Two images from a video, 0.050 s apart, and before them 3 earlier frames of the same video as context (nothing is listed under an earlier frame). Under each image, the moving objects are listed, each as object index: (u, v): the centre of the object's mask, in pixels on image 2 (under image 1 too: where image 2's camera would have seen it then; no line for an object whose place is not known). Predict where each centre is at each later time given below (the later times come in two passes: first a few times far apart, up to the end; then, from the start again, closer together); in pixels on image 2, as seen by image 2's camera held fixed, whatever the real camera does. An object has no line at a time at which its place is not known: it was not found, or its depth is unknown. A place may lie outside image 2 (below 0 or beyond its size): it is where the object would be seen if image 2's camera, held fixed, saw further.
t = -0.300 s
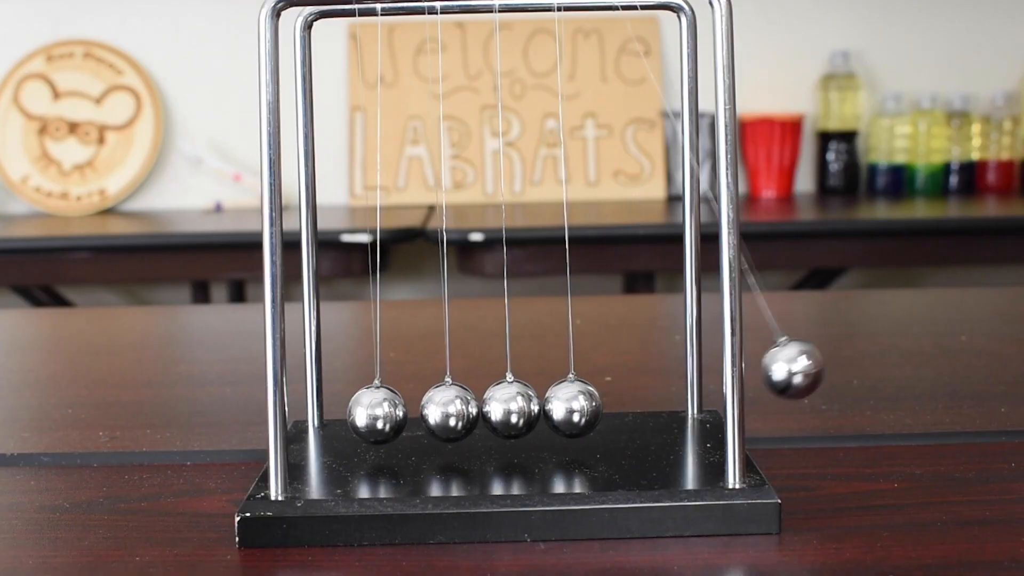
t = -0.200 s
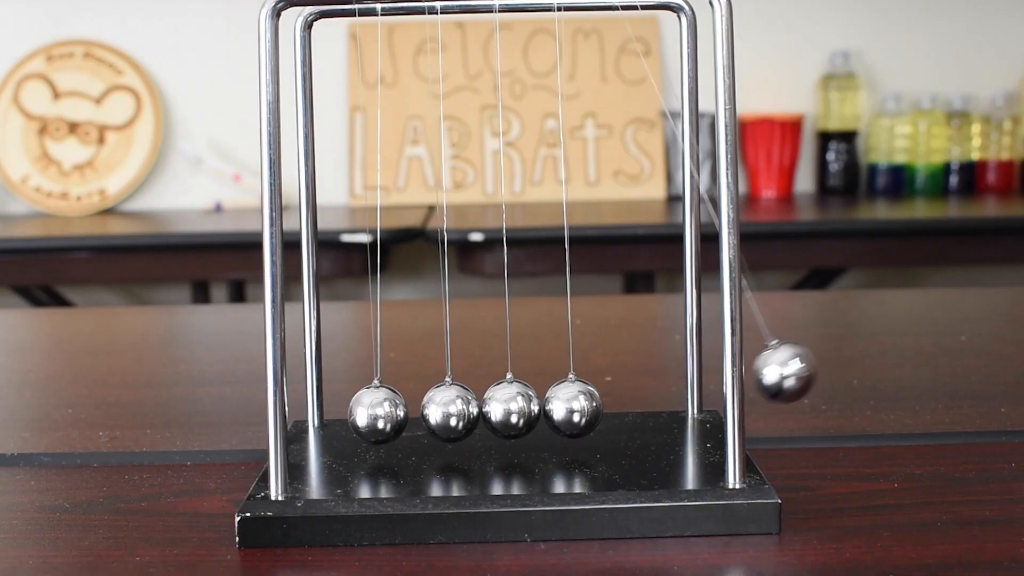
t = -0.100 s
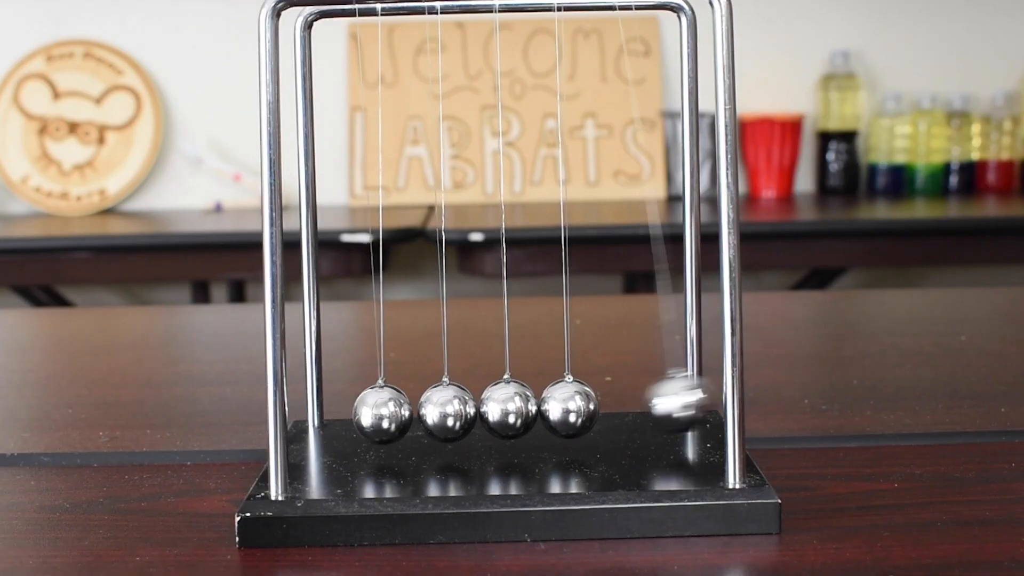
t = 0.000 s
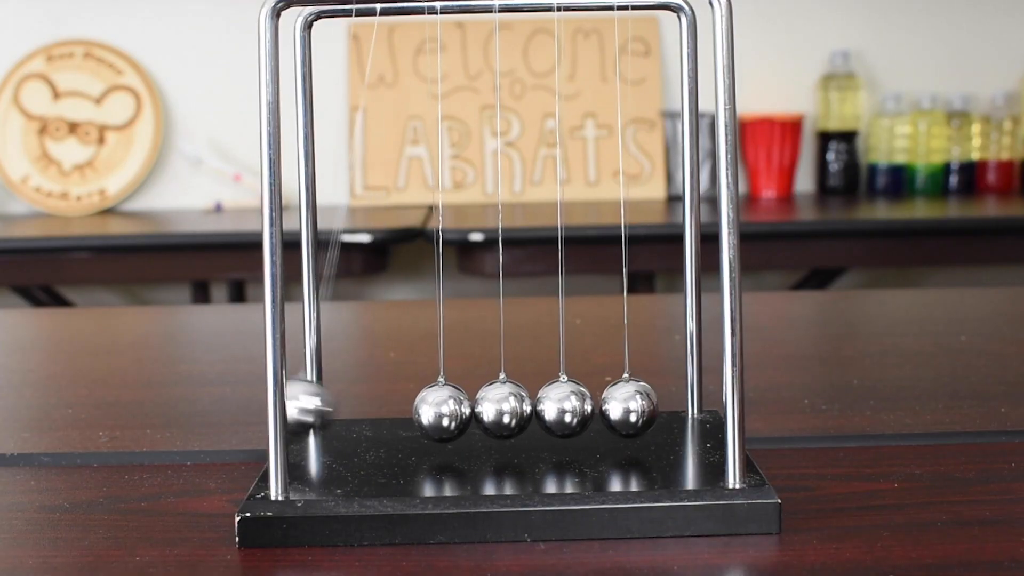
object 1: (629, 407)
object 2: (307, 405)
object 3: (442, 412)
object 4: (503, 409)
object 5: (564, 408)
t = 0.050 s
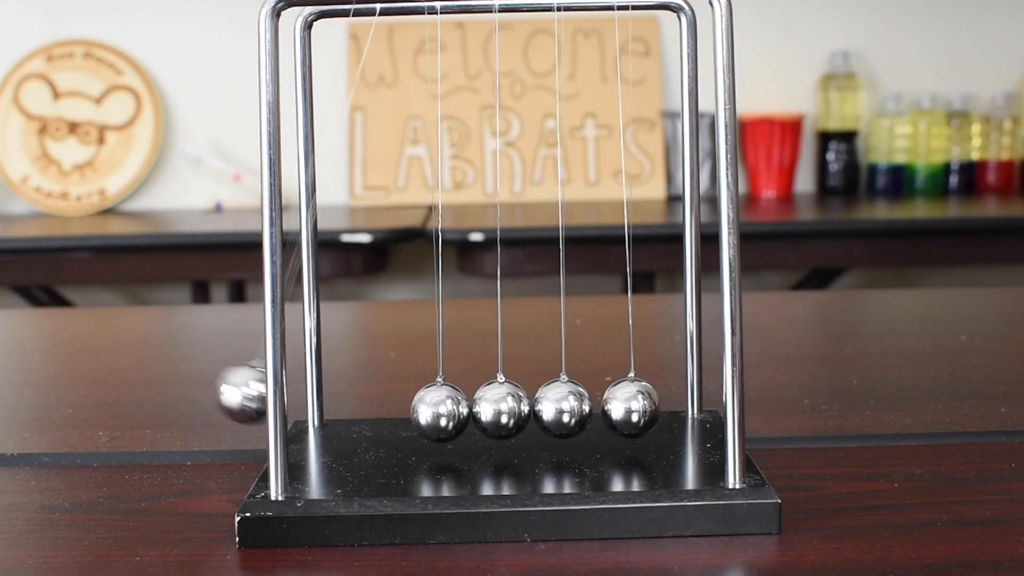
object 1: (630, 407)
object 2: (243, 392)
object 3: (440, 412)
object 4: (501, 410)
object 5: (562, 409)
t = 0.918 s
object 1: (628, 408)
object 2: (221, 384)
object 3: (436, 412)
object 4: (498, 409)
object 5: (559, 409)
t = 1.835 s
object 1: (629, 408)
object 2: (311, 408)
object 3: (441, 412)
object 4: (502, 409)
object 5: (563, 409)
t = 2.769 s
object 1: (718, 392)
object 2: (390, 414)
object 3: (452, 412)
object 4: (513, 409)
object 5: (578, 408)
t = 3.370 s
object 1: (626, 408)
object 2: (298, 402)
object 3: (438, 412)
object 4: (501, 409)
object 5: (565, 408)
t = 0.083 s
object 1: (631, 407)
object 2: (225, 385)
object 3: (439, 412)
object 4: (500, 409)
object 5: (561, 408)
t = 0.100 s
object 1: (631, 407)
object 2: (218, 382)
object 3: (439, 412)
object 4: (500, 409)
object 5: (561, 408)
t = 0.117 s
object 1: (631, 407)
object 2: (213, 381)
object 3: (439, 412)
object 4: (499, 409)
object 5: (560, 408)
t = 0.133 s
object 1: (632, 408)
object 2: (212, 380)
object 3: (438, 412)
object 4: (499, 409)
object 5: (560, 409)
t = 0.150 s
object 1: (632, 407)
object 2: (213, 380)
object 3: (438, 412)
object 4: (499, 409)
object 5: (560, 409)
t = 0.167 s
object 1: (632, 407)
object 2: (217, 382)
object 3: (439, 412)
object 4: (499, 409)
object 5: (560, 409)
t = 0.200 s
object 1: (631, 407)
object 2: (234, 389)
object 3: (439, 412)
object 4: (500, 409)
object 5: (560, 408)
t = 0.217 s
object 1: (631, 407)
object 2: (242, 391)
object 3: (440, 412)
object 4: (500, 409)
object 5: (561, 408)
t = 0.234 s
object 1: (630, 407)
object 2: (249, 397)
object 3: (440, 412)
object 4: (501, 409)
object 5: (561, 408)
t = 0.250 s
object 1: (630, 408)
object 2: (295, 399)
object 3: (441, 412)
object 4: (501, 409)
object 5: (562, 409)
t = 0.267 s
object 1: (629, 407)
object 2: (306, 405)
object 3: (441, 412)
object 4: (502, 410)
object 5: (563, 409)
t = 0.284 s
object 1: (629, 408)
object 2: (321, 409)
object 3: (442, 412)
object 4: (503, 410)
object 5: (563, 409)
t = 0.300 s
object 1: (628, 408)
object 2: (344, 411)
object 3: (443, 412)
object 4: (503, 409)
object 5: (564, 409)
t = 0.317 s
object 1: (627, 408)
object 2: (366, 412)
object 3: (444, 412)
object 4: (504, 409)
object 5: (565, 408)
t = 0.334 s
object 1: (631, 406)
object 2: (384, 414)
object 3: (445, 412)
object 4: (505, 409)
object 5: (566, 408)
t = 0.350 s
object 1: (651, 404)
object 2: (384, 414)
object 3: (446, 412)
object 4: (506, 409)
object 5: (567, 408)
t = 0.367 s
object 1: (672, 402)
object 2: (384, 414)
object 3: (446, 412)
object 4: (507, 409)
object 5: (567, 408)
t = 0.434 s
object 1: (761, 385)
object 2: (383, 413)
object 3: (450, 412)
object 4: (510, 409)
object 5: (571, 409)
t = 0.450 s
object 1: (767, 380)
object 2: (382, 414)
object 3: (450, 412)
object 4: (511, 409)
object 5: (572, 408)
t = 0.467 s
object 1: (775, 376)
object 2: (382, 414)
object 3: (451, 412)
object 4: (511, 409)
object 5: (572, 408)
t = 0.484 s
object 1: (783, 373)
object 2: (382, 414)
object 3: (451, 412)
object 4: (512, 409)
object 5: (573, 408)
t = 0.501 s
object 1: (789, 370)
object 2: (381, 414)
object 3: (451, 412)
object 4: (512, 409)
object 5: (573, 408)
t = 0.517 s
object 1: (792, 369)
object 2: (381, 414)
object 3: (451, 412)
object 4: (512, 409)
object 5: (573, 408)
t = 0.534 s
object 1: (792, 369)
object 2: (381, 414)
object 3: (451, 412)
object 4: (512, 409)
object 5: (573, 409)
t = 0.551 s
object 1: (790, 370)
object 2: (381, 414)
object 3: (451, 412)
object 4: (512, 409)
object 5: (573, 409)
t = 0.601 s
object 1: (769, 379)
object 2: (381, 414)
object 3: (451, 412)
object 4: (511, 409)
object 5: (572, 408)
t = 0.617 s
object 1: (762, 383)
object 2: (381, 414)
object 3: (450, 412)
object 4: (510, 409)
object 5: (572, 408)
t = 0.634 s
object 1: (755, 389)
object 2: (382, 414)
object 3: (449, 412)
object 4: (510, 409)
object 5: (571, 408)
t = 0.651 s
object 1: (709, 393)
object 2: (382, 414)
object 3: (449, 412)
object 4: (509, 409)
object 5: (570, 409)
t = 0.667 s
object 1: (697, 397)
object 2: (382, 414)
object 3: (448, 412)
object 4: (508, 409)
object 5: (569, 409)
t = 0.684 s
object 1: (675, 402)
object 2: (382, 414)
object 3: (447, 412)
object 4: (507, 409)
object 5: (568, 409)
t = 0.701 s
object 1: (655, 404)
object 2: (382, 414)
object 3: (446, 412)
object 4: (507, 409)
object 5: (567, 409)
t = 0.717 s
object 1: (632, 406)
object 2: (383, 414)
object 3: (445, 412)
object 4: (506, 409)
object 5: (566, 408)
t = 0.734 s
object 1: (626, 408)
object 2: (368, 411)
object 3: (444, 412)
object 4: (505, 409)
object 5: (565, 408)
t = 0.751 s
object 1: (625, 408)
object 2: (347, 412)
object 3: (443, 412)
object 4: (504, 409)
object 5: (564, 408)
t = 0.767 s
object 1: (625, 408)
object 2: (325, 409)
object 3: (442, 412)
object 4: (503, 409)
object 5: (563, 408)
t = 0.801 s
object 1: (626, 407)
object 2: (297, 401)
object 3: (439, 412)
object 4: (501, 409)
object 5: (562, 409)
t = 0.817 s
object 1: (626, 408)
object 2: (253, 399)
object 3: (439, 412)
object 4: (500, 409)
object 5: (561, 409)
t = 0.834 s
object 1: (626, 407)
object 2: (247, 396)
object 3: (438, 412)
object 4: (500, 409)
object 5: (560, 409)
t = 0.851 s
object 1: (626, 408)
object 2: (241, 391)
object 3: (437, 412)
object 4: (499, 409)
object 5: (560, 408)
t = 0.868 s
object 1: (627, 408)
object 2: (234, 389)
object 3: (437, 412)
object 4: (499, 409)
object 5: (559, 408)
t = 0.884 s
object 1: (627, 408)
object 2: (227, 386)
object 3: (436, 412)
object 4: (498, 409)
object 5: (559, 408)
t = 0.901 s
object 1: (627, 408)
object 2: (223, 385)
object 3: (436, 412)
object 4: (498, 409)
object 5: (559, 408)
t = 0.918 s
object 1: (628, 408)
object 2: (221, 384)
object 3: (436, 412)
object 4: (498, 409)
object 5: (559, 409)
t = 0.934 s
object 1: (628, 408)
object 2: (223, 384)
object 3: (436, 412)
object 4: (498, 410)
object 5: (559, 409)
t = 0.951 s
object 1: (628, 408)
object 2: (227, 386)
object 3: (437, 412)
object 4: (498, 410)
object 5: (559, 409)
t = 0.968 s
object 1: (628, 408)
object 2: (233, 388)
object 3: (437, 412)
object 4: (499, 409)
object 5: (559, 409)
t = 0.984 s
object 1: (628, 408)
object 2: (240, 391)
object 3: (438, 412)
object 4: (499, 409)
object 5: (559, 408)
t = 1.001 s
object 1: (629, 408)
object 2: (246, 395)
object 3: (439, 412)
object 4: (500, 409)
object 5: (560, 408)
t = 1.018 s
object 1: (629, 408)
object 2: (263, 400)
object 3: (440, 412)
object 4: (500, 409)
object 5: (561, 408)
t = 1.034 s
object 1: (629, 408)
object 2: (296, 403)
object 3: (440, 412)
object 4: (501, 409)
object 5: (561, 408)
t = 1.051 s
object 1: (629, 408)
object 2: (308, 406)
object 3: (441, 412)
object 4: (502, 410)
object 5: (562, 409)
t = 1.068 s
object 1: (629, 408)
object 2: (323, 409)
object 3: (442, 412)
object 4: (503, 409)
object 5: (563, 409)
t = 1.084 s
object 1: (629, 408)
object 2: (346, 411)
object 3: (443, 412)
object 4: (504, 409)
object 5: (564, 408)
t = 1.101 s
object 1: (629, 408)
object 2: (367, 413)
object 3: (444, 412)
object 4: (505, 409)
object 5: (566, 408)
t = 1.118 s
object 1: (631, 406)
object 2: (384, 414)
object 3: (446, 412)
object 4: (506, 409)
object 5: (567, 408)
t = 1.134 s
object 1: (650, 404)
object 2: (386, 414)
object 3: (447, 412)
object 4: (508, 409)
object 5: (568, 408)
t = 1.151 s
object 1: (669, 402)
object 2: (386, 414)
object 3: (448, 412)
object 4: (508, 409)
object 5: (569, 408)
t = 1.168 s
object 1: (692, 399)
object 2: (386, 414)
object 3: (449, 412)
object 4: (509, 409)
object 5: (570, 408)
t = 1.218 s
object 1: (750, 387)
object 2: (386, 414)
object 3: (451, 412)
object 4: (512, 409)
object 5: (572, 408)
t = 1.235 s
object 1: (764, 382)
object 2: (386, 414)
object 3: (452, 412)
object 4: (512, 409)
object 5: (573, 408)
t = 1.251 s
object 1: (770, 379)
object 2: (386, 414)
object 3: (453, 412)
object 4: (513, 409)
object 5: (574, 408)
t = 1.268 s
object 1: (775, 376)
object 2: (385, 414)
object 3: (453, 412)
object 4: (513, 409)
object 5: (574, 408)
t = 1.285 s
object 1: (781, 374)
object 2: (385, 414)
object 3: (453, 412)
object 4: (513, 409)
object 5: (574, 408)
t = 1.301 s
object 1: (784, 373)
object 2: (385, 414)
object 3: (453, 412)
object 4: (513, 409)
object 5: (574, 408)
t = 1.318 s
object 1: (784, 373)
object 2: (385, 414)
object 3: (453, 412)
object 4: (513, 409)
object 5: (574, 408)
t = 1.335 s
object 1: (782, 374)
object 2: (384, 414)
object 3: (453, 412)
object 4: (513, 409)
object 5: (574, 408)
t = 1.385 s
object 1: (764, 381)
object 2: (383, 414)
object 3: (451, 412)
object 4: (512, 409)
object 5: (572, 408)
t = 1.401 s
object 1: (751, 387)
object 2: (383, 414)
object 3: (451, 412)
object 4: (511, 409)
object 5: (572, 408)
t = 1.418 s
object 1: (713, 390)
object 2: (382, 414)
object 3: (450, 412)
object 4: (510, 409)
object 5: (571, 408)
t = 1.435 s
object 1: (705, 394)
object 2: (382, 414)
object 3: (449, 412)
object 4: (509, 409)
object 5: (570, 409)
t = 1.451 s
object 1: (694, 399)
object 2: (382, 414)
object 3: (448, 412)
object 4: (508, 409)
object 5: (569, 409)
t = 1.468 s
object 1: (670, 402)
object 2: (382, 414)
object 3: (447, 412)
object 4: (507, 409)
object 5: (568, 409)
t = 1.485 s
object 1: (653, 404)
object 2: (381, 414)
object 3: (446, 412)
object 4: (506, 409)
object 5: (567, 409)
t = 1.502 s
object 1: (632, 406)
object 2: (381, 414)
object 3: (445, 412)
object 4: (505, 409)
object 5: (565, 408)
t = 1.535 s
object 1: (623, 407)
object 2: (348, 412)
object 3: (442, 412)
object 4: (502, 409)
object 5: (563, 408)
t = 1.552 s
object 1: (623, 407)
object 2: (328, 410)
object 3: (441, 412)
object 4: (502, 409)
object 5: (562, 408)
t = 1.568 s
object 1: (622, 408)
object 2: (311, 408)
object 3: (439, 412)
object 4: (500, 409)
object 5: (561, 409)
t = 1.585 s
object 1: (623, 408)
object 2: (301, 401)
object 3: (438, 412)
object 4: (499, 410)
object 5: (560, 409)
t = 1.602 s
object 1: (623, 408)
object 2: (256, 400)
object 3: (437, 412)
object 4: (499, 410)
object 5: (560, 409)
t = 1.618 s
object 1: (623, 408)
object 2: (250, 398)
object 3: (437, 412)
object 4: (498, 410)
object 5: (559, 409)
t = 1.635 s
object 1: (623, 408)
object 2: (244, 394)
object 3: (436, 412)
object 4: (497, 409)
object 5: (558, 408)
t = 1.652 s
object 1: (624, 408)
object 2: (239, 392)
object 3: (436, 412)
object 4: (497, 409)
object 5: (558, 409)
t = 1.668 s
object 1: (624, 408)
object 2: (235, 389)
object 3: (435, 412)
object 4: (496, 409)
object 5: (557, 408)
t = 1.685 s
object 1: (624, 408)
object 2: (231, 388)
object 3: (435, 412)
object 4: (496, 409)
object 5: (557, 408)
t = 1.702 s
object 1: (625, 408)
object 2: (230, 388)
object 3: (435, 412)
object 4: (496, 409)
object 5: (557, 408)
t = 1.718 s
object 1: (626, 408)
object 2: (231, 388)
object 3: (436, 412)
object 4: (496, 409)
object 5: (558, 409)
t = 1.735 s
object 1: (626, 408)
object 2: (235, 389)
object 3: (436, 412)
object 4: (497, 410)
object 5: (558, 409)
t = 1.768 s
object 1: (627, 408)
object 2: (245, 393)
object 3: (437, 412)
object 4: (498, 409)
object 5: (559, 409)
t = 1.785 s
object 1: (628, 408)
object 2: (250, 398)
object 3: (438, 412)
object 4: (499, 409)
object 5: (560, 409)
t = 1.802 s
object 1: (628, 408)
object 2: (256, 401)
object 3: (439, 412)
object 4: (500, 409)
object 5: (561, 408)
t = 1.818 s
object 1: (629, 408)
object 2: (300, 404)
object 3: (440, 412)
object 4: (501, 409)
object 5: (562, 409)
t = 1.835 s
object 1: (629, 408)
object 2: (311, 408)
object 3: (441, 412)
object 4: (502, 409)
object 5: (563, 409)
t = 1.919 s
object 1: (651, 403)
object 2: (386, 414)
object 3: (448, 412)
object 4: (509, 409)
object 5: (570, 408)
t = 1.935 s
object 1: (668, 402)
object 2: (388, 414)
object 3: (449, 412)
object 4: (510, 409)
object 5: (571, 408)
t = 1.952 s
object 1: (690, 400)
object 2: (389, 414)
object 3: (450, 412)
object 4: (511, 409)
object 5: (571, 408)
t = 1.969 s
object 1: (703, 395)
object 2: (389, 414)
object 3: (450, 412)
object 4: (511, 409)
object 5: (572, 408)
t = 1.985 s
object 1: (711, 390)
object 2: (389, 414)
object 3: (452, 412)
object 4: (512, 409)
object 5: (573, 408)
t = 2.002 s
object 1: (756, 389)
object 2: (389, 414)
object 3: (452, 412)
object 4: (513, 409)
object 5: (574, 408)
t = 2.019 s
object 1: (761, 384)
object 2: (389, 414)
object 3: (453, 412)
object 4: (514, 409)
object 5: (574, 408)
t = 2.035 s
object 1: (766, 381)
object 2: (388, 414)
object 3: (454, 412)
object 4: (514, 409)
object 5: (575, 408)
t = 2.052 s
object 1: (770, 379)
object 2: (388, 414)
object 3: (454, 412)
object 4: (515, 409)
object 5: (575, 408)
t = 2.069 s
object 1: (774, 377)
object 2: (387, 414)
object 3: (454, 412)
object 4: (515, 409)
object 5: (575, 408)
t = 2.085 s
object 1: (777, 376)
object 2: (387, 414)
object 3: (454, 412)
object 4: (515, 409)
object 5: (575, 408)
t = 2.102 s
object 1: (776, 376)
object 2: (386, 414)
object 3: (454, 412)
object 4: (514, 409)
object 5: (575, 408)
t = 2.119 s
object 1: (774, 377)
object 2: (386, 414)
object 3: (454, 412)
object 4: (514, 409)
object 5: (575, 408)
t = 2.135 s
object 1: (770, 379)
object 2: (385, 414)
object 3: (453, 412)
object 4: (513, 409)
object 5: (574, 408)
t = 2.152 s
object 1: (766, 381)
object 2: (384, 414)
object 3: (452, 412)
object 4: (513, 409)
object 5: (574, 408)
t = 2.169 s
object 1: (760, 384)
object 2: (383, 414)
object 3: (451, 412)
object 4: (512, 409)
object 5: (573, 408)
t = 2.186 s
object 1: (755, 389)
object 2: (383, 414)
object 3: (450, 412)
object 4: (511, 409)
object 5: (572, 408)
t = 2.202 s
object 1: (719, 393)
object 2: (382, 414)
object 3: (449, 412)
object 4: (510, 409)
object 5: (571, 408)
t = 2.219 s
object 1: (702, 396)
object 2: (382, 414)
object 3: (448, 412)
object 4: (509, 409)
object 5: (570, 408)
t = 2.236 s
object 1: (689, 401)
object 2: (381, 414)
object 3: (447, 412)
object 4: (507, 409)
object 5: (569, 408)
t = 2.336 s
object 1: (622, 408)
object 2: (328, 410)
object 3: (437, 412)
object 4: (500, 409)
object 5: (561, 408)
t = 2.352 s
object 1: (622, 408)
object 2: (311, 408)
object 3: (435, 412)
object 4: (499, 409)
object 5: (560, 409)
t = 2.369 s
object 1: (622, 408)
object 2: (302, 403)
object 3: (433, 412)
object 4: (499, 409)
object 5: (560, 409)
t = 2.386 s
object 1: (621, 408)
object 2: (295, 400)
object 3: (432, 412)
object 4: (498, 409)
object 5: (560, 409)
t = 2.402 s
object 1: (621, 408)
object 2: (260, 400)
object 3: (431, 412)
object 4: (497, 410)
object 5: (560, 408)
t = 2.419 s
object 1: (621, 408)
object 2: (247, 396)
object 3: (430, 412)
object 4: (497, 409)
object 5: (560, 408)
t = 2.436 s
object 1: (621, 408)
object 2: (243, 393)
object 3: (429, 412)
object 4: (497, 409)
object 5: (560, 408)
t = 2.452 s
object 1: (621, 408)
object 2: (239, 391)
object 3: (429, 412)
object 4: (496, 409)
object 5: (561, 408)
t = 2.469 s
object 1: (622, 408)
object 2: (237, 390)
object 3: (429, 412)
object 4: (496, 409)
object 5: (561, 409)
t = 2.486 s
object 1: (622, 408)
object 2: (236, 390)
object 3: (429, 412)
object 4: (496, 409)
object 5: (562, 409)
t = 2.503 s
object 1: (623, 408)
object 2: (237, 390)
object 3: (430, 412)
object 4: (497, 409)
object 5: (562, 409)
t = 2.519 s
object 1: (624, 408)
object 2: (240, 392)
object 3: (430, 412)
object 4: (497, 410)
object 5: (563, 408)
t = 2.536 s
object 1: (624, 408)
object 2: (244, 394)
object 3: (432, 412)
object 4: (498, 409)
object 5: (563, 408)
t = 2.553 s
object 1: (625, 408)
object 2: (248, 397)
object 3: (433, 412)
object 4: (498, 409)
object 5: (564, 408)
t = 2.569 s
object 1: (626, 408)
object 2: (262, 400)
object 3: (435, 412)
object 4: (499, 409)
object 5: (564, 408)
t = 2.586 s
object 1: (627, 408)
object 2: (296, 402)
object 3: (436, 412)
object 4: (500, 409)
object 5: (565, 408)
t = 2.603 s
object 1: (628, 408)
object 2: (305, 406)
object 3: (438, 412)
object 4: (501, 409)
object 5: (565, 409)
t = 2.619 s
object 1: (629, 408)
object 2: (314, 411)
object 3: (440, 412)
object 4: (502, 409)
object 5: (566, 409)
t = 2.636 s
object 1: (629, 408)
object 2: (334, 412)
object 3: (442, 412)
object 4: (503, 409)
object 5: (567, 408)
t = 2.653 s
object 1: (630, 408)
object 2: (352, 413)
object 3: (444, 412)
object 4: (505, 409)
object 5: (567, 408)
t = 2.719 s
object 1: (668, 403)
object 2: (388, 414)
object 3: (449, 412)
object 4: (512, 409)
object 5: (574, 408)
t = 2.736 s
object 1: (688, 400)
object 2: (389, 414)
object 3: (451, 412)
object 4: (512, 409)
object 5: (575, 408)
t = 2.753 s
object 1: (702, 395)
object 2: (390, 414)
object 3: (452, 412)
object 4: (512, 409)
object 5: (577, 408)
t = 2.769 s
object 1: (718, 392)
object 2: (390, 414)
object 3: (452, 412)
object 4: (513, 409)
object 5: (578, 408)
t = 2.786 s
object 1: (754, 389)
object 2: (390, 414)
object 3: (452, 412)
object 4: (514, 409)
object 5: (580, 408)
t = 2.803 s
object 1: (759, 387)
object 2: (390, 413)
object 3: (452, 412)
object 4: (514, 409)
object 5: (580, 408)
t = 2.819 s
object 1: (763, 383)
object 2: (390, 414)
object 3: (452, 412)
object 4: (515, 409)
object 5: (581, 408)
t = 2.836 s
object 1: (766, 381)
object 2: (390, 414)
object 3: (451, 412)
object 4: (515, 409)
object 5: (581, 408)
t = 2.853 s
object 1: (769, 379)
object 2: (390, 414)
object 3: (451, 412)
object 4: (515, 409)
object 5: (581, 408)
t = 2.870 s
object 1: (770, 379)
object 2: (389, 413)
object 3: (450, 412)
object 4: (515, 409)
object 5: (581, 408)
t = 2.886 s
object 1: (770, 379)
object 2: (389, 414)
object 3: (450, 412)
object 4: (515, 409)
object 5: (581, 408)
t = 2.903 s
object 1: (769, 380)
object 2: (388, 413)
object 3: (449, 412)
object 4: (514, 409)
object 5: (580, 408)
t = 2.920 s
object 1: (766, 381)
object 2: (387, 413)
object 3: (448, 412)
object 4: (514, 409)
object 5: (579, 408)
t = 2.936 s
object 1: (761, 384)
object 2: (386, 414)
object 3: (448, 412)
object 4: (513, 409)
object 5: (577, 408)
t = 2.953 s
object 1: (750, 387)
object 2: (385, 414)
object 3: (447, 412)
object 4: (512, 409)
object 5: (576, 408)
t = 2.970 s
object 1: (714, 389)
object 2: (384, 414)
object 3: (446, 412)
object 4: (511, 409)
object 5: (574, 408)
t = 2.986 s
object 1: (709, 392)
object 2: (384, 414)
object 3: (446, 412)
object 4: (510, 409)
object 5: (572, 408)
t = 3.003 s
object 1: (699, 397)
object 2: (383, 414)
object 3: (445, 412)
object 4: (509, 409)
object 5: (570, 408)
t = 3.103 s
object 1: (621, 408)
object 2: (347, 411)
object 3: (437, 412)
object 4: (499, 409)
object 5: (561, 408)
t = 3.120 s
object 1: (621, 408)
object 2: (328, 410)
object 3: (435, 412)
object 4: (498, 409)
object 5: (559, 409)
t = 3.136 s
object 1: (620, 408)
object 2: (313, 409)
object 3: (434, 412)
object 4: (498, 409)
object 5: (558, 409)
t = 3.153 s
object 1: (620, 408)
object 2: (303, 404)
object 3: (432, 412)
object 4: (497, 409)
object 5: (558, 409)
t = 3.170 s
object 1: (620, 408)
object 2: (296, 402)
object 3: (431, 412)
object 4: (496, 409)
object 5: (558, 409)
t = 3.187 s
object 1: (619, 408)
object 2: (254, 400)
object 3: (430, 412)
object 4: (496, 409)
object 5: (558, 409)
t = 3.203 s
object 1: (619, 408)
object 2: (249, 398)
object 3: (429, 412)
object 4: (495, 409)
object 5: (558, 409)
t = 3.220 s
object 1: (620, 407)
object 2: (246, 395)
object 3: (429, 412)
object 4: (495, 409)
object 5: (558, 408)
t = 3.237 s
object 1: (620, 408)
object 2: (243, 393)
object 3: (429, 412)
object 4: (495, 409)
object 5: (558, 408)
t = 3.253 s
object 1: (620, 408)
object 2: (241, 393)
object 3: (429, 412)
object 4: (495, 409)
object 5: (559, 408)
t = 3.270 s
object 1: (621, 408)
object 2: (241, 392)
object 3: (430, 412)
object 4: (495, 409)
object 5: (560, 409)
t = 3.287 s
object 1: (621, 408)
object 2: (242, 393)
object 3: (430, 412)
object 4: (496, 409)
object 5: (561, 409)
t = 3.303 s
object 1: (622, 408)
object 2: (244, 394)
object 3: (432, 412)
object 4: (496, 409)
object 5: (561, 409)
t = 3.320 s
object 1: (623, 408)
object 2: (247, 396)
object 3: (433, 412)
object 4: (497, 409)
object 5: (562, 408)
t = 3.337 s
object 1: (624, 408)
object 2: (251, 399)
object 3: (435, 412)
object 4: (498, 409)
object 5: (563, 408)
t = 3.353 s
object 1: (625, 408)
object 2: (256, 400)
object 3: (436, 412)
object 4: (499, 409)
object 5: (564, 408)
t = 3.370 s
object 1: (626, 408)
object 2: (298, 402)
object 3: (438, 412)
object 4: (501, 409)
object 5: (565, 408)
